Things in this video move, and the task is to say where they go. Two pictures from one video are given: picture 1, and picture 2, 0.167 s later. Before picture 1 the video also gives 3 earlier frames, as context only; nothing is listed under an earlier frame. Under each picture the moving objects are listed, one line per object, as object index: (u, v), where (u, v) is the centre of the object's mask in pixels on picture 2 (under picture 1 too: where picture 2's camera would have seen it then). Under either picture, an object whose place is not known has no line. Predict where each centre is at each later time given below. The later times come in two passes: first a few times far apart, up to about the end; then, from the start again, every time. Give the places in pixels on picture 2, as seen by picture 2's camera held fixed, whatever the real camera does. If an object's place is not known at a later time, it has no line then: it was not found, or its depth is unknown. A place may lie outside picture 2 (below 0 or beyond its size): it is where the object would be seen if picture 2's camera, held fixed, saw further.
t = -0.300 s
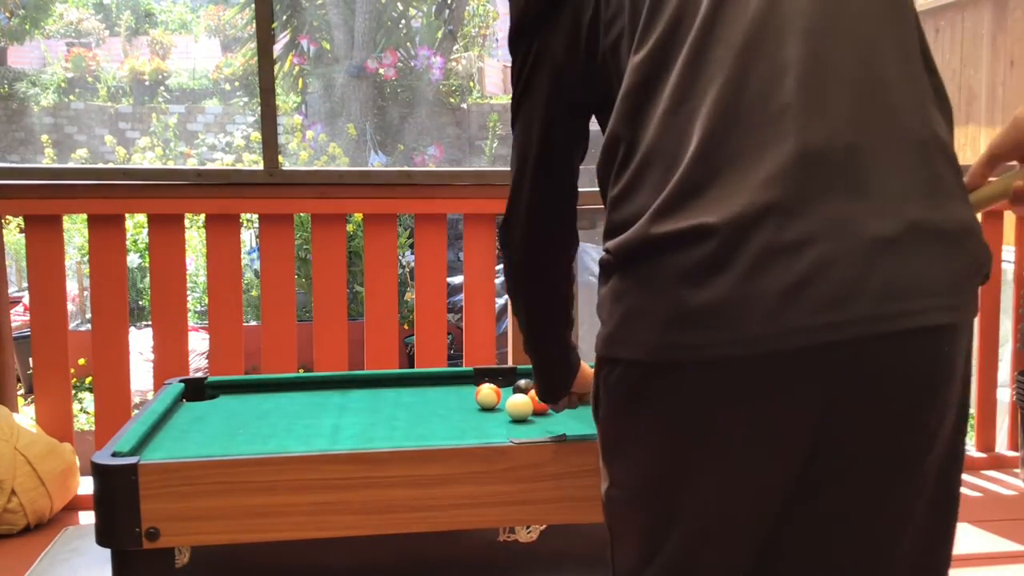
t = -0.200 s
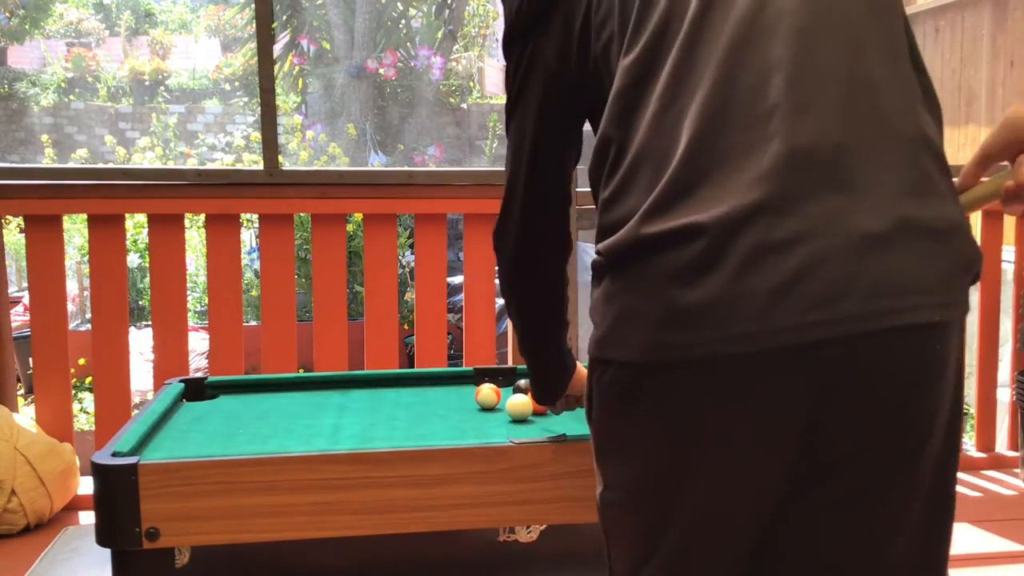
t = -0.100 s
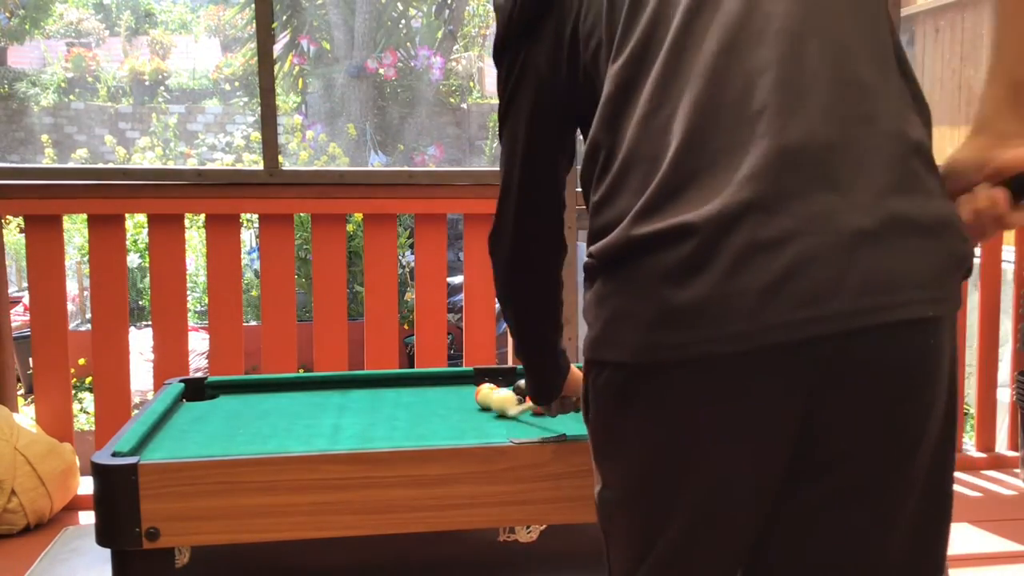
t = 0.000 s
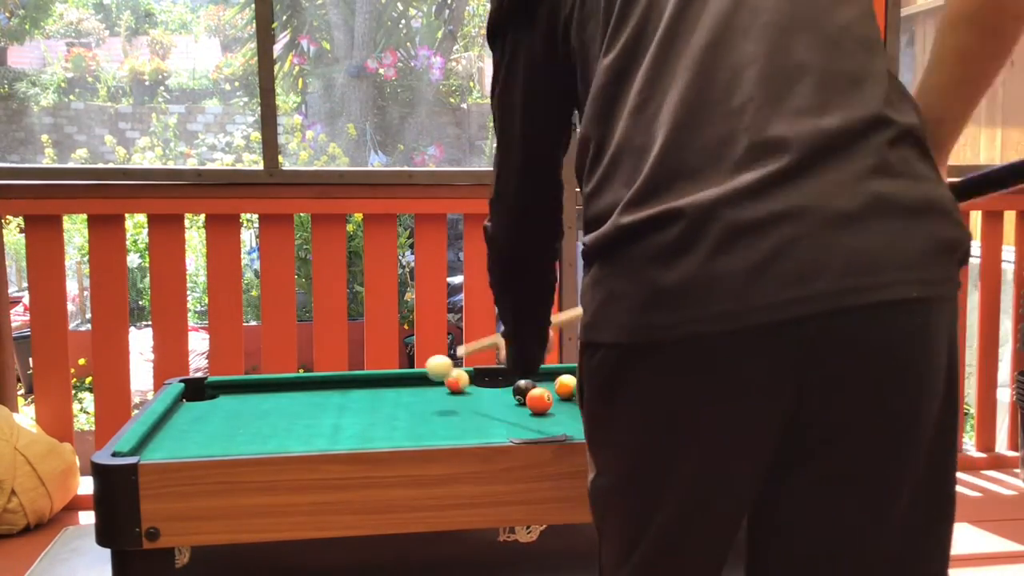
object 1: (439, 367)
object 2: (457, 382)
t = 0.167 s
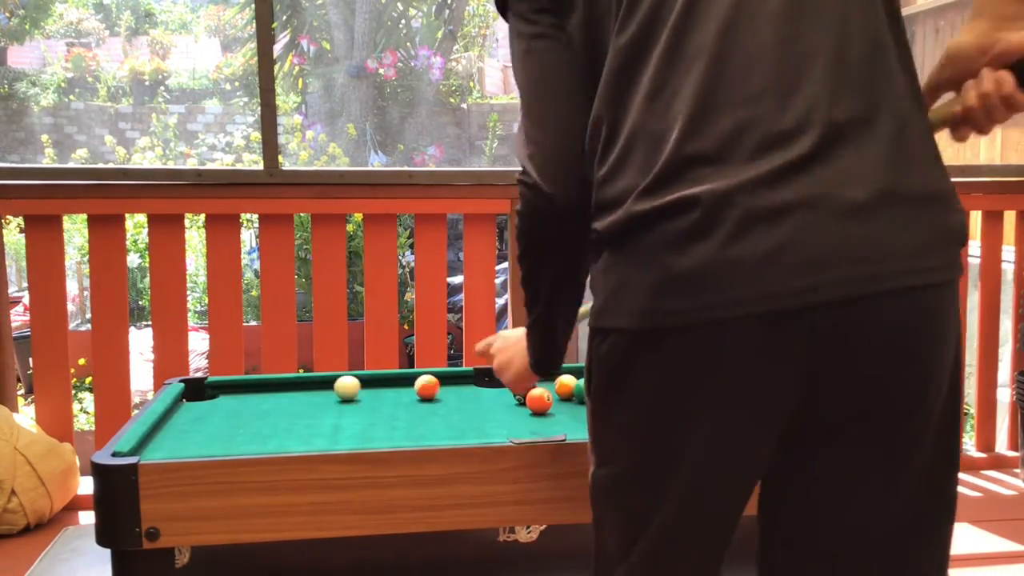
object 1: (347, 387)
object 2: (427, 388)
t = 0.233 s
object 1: (320, 386)
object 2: (416, 392)
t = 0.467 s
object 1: (238, 385)
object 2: (375, 410)
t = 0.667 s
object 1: (205, 388)
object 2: (339, 425)
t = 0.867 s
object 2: (299, 437)
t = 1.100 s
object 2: (266, 440)
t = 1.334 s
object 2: (247, 438)
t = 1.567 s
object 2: (234, 436)
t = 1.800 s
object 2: (223, 435)
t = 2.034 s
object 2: (219, 435)
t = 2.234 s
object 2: (218, 435)
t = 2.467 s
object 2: (218, 435)
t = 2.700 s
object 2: (218, 435)
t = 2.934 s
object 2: (218, 435)
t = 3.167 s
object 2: (218, 435)
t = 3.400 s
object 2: (218, 435)
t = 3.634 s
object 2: (217, 435)
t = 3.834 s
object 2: (218, 435)
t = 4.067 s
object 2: (218, 435)
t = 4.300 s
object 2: (218, 435)
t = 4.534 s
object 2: (218, 435)
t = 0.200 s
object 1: (333, 386)
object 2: (422, 390)
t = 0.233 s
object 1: (320, 386)
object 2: (416, 392)
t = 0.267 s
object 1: (308, 385)
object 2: (410, 395)
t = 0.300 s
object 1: (296, 384)
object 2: (405, 397)
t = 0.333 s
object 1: (284, 384)
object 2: (399, 400)
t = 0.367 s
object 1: (272, 383)
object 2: (393, 402)
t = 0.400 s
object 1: (261, 383)
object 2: (388, 405)
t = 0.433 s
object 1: (249, 384)
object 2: (381, 407)
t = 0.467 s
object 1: (238, 385)
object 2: (375, 410)
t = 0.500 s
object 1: (228, 386)
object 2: (370, 412)
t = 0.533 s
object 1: (217, 387)
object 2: (364, 415)
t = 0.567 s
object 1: (206, 388)
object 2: (357, 417)
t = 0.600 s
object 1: (196, 389)
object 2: (351, 420)
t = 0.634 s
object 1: (201, 389)
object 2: (345, 423)
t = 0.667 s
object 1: (205, 388)
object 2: (339, 425)
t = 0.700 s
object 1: (206, 389)
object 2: (332, 427)
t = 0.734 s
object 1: (207, 391)
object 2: (326, 430)
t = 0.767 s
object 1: (206, 396)
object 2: (320, 432)
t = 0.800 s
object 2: (313, 434)
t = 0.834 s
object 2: (305, 435)
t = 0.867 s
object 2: (299, 437)
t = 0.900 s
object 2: (292, 439)
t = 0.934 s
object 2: (285, 440)
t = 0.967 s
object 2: (279, 441)
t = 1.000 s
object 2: (277, 441)
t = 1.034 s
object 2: (272, 441)
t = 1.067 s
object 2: (269, 440)
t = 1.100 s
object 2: (266, 440)
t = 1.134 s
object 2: (263, 440)
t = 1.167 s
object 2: (260, 439)
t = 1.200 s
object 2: (256, 439)
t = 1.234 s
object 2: (254, 439)
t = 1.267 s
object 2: (252, 439)
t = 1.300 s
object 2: (249, 438)
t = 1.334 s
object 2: (247, 438)
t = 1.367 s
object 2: (244, 438)
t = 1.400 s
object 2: (242, 437)
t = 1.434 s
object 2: (240, 437)
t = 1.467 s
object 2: (239, 437)
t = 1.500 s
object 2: (237, 437)
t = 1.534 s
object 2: (235, 436)
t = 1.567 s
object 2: (234, 436)
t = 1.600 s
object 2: (233, 436)
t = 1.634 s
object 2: (231, 436)
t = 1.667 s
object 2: (229, 436)
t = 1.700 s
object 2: (228, 436)
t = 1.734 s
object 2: (226, 436)
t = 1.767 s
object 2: (225, 435)
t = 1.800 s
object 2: (223, 435)
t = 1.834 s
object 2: (223, 435)
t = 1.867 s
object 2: (221, 435)
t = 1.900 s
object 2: (221, 435)
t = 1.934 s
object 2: (220, 435)
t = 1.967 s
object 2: (219, 435)
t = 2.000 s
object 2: (219, 434)
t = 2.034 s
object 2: (219, 435)
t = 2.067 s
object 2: (218, 435)
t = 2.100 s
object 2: (218, 435)
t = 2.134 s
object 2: (218, 435)
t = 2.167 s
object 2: (218, 435)
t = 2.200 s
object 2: (218, 435)
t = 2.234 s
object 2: (218, 435)
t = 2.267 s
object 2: (218, 435)
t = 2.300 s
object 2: (218, 435)
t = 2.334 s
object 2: (218, 435)
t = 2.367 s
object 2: (218, 435)
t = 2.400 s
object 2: (218, 435)
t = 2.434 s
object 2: (218, 435)
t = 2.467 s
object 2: (218, 435)
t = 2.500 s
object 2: (218, 435)
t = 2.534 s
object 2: (218, 435)
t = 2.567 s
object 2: (218, 435)
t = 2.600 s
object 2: (218, 434)
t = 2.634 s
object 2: (218, 434)
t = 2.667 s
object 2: (217, 435)
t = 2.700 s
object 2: (218, 435)
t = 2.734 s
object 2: (217, 435)
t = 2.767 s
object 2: (218, 435)
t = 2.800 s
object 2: (217, 435)
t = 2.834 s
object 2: (217, 435)
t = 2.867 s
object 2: (217, 435)
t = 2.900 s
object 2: (217, 435)
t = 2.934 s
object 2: (218, 435)
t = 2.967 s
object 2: (218, 435)
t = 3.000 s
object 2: (218, 435)
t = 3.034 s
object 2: (218, 435)
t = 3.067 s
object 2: (218, 435)
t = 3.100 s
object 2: (217, 435)
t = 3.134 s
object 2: (217, 435)
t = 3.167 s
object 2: (218, 435)
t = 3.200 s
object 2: (218, 435)
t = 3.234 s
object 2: (218, 435)
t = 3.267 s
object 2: (218, 435)
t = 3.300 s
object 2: (218, 435)
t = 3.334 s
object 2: (218, 435)
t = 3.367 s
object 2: (218, 435)
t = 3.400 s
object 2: (218, 435)
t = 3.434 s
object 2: (217, 435)
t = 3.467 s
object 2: (217, 435)
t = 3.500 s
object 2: (217, 435)
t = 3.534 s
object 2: (218, 435)
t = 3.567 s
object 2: (218, 435)
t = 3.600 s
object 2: (218, 435)
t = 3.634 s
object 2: (217, 435)
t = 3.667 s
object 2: (217, 435)
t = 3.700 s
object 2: (217, 435)
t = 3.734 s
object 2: (218, 435)
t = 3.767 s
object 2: (218, 435)
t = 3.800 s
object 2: (218, 435)
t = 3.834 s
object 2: (218, 435)
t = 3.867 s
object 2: (218, 435)
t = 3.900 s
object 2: (217, 435)
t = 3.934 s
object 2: (217, 435)
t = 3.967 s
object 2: (218, 435)
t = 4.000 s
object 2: (218, 435)
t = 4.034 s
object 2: (218, 435)
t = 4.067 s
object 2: (218, 435)
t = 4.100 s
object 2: (218, 435)
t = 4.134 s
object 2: (218, 435)
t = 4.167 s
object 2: (218, 435)
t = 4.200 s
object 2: (218, 435)
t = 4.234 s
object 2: (218, 435)
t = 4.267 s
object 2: (218, 435)
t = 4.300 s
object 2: (218, 435)
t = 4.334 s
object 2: (218, 435)
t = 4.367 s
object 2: (218, 435)
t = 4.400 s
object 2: (218, 435)
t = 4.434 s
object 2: (218, 435)
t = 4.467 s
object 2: (218, 435)
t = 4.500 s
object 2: (218, 435)
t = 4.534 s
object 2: (218, 435)
